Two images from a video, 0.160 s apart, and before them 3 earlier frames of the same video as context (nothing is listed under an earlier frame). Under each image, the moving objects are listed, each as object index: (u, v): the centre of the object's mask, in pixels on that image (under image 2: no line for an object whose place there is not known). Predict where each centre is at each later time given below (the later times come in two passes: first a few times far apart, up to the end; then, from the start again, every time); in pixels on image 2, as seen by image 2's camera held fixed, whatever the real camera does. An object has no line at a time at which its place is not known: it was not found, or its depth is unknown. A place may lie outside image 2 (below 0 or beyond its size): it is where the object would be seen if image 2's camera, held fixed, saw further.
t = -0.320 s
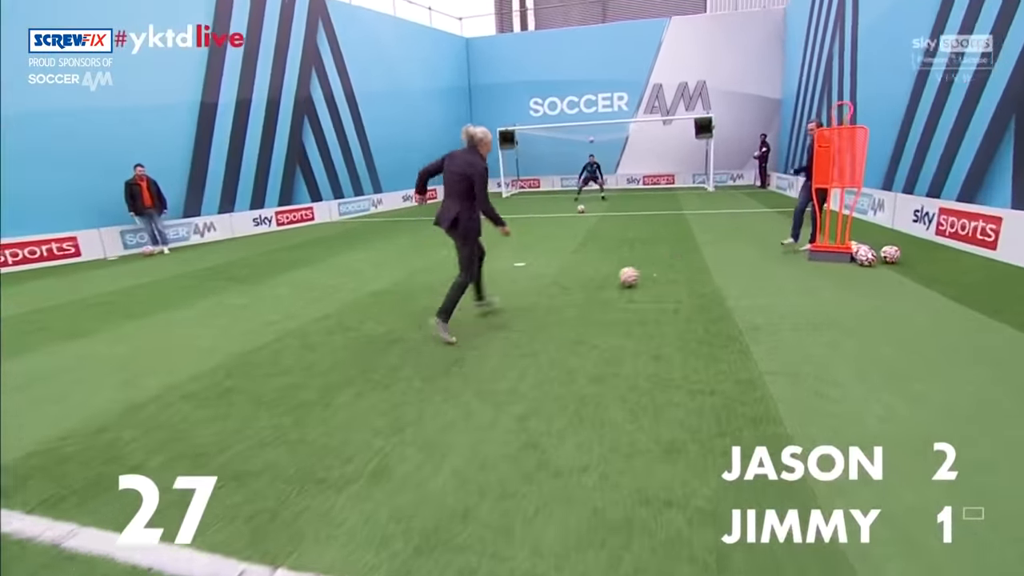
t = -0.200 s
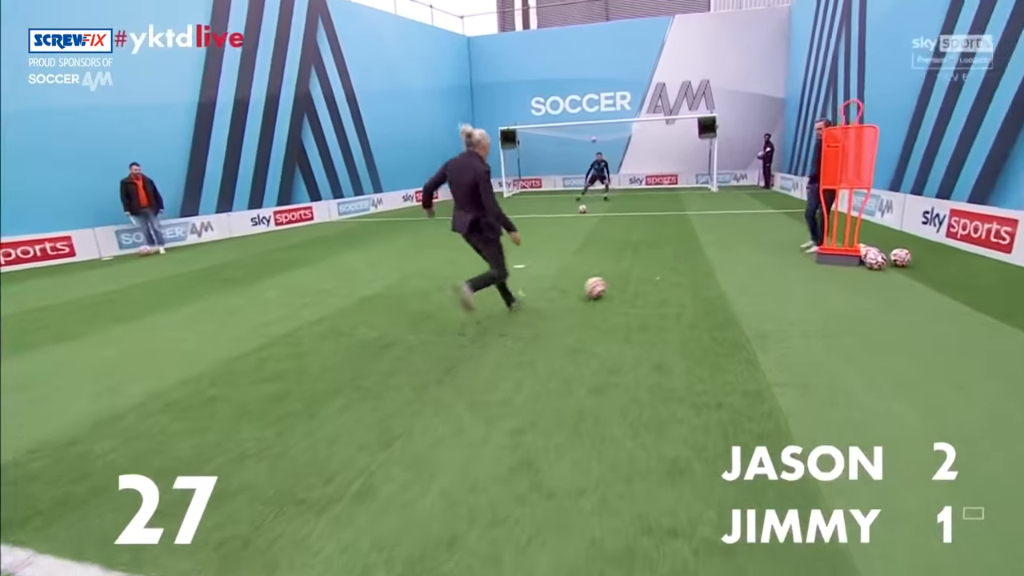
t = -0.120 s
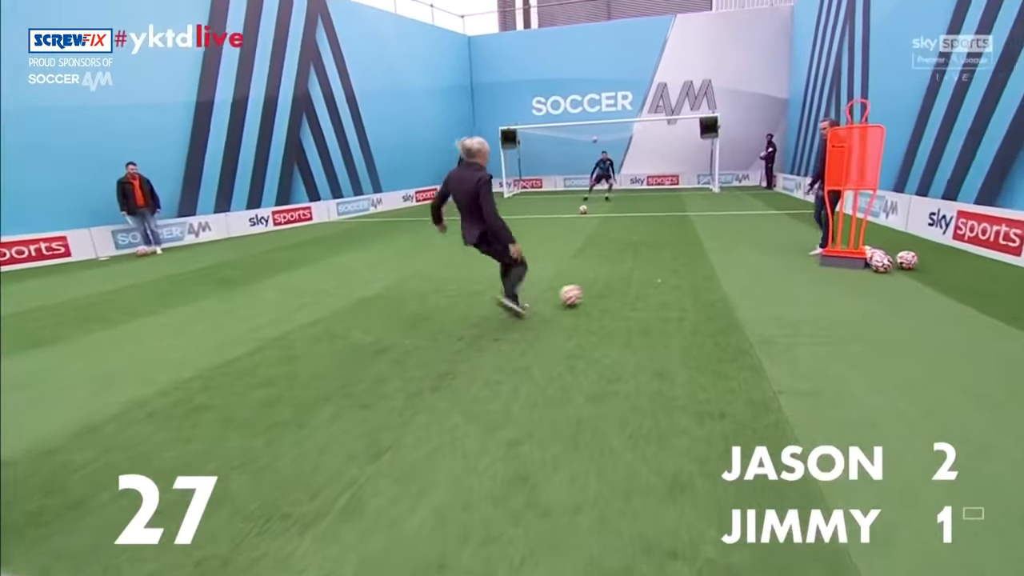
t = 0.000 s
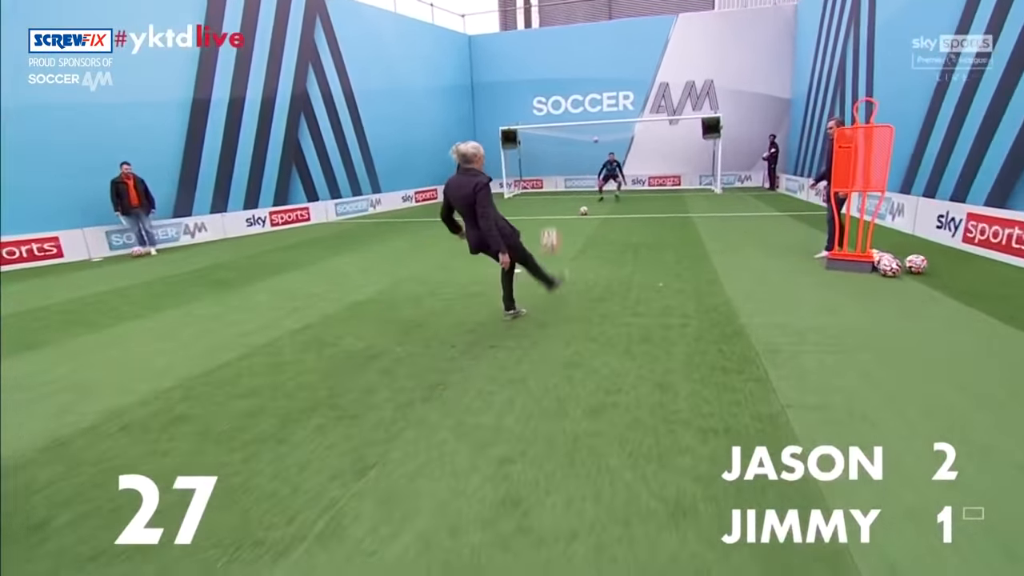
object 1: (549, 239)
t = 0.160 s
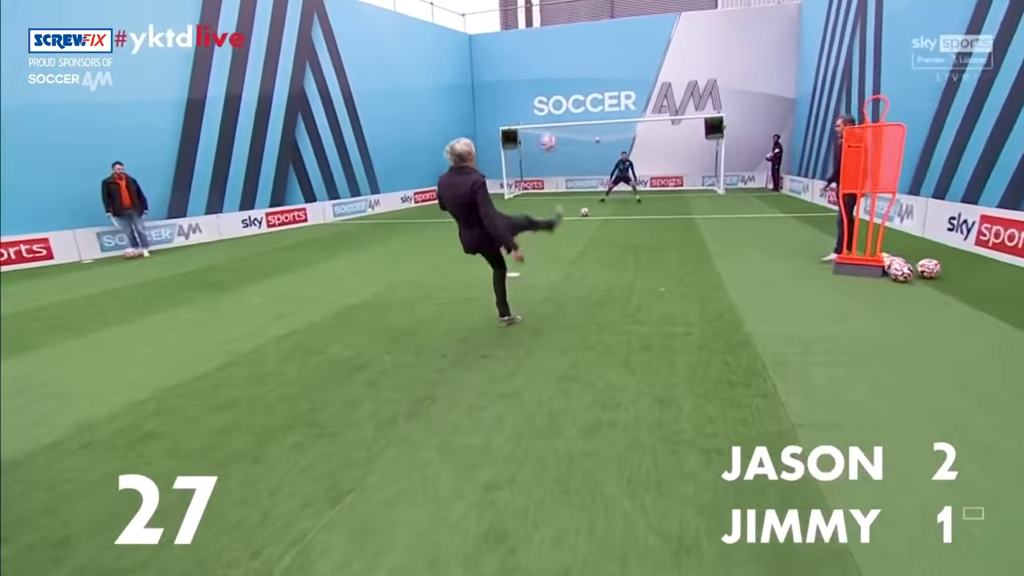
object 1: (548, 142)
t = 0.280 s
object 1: (544, 102)
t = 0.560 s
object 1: (539, 70)
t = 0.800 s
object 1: (533, 79)
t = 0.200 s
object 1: (548, 124)
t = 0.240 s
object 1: (546, 113)
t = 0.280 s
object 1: (544, 102)
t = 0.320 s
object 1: (544, 93)
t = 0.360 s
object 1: (543, 85)
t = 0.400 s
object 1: (542, 80)
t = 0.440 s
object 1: (542, 76)
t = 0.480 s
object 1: (541, 73)
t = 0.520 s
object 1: (540, 71)
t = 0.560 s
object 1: (539, 70)
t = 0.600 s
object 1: (538, 70)
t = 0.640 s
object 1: (537, 70)
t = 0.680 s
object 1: (536, 72)
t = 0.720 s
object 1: (535, 74)
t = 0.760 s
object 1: (534, 76)
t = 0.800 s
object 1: (533, 79)
